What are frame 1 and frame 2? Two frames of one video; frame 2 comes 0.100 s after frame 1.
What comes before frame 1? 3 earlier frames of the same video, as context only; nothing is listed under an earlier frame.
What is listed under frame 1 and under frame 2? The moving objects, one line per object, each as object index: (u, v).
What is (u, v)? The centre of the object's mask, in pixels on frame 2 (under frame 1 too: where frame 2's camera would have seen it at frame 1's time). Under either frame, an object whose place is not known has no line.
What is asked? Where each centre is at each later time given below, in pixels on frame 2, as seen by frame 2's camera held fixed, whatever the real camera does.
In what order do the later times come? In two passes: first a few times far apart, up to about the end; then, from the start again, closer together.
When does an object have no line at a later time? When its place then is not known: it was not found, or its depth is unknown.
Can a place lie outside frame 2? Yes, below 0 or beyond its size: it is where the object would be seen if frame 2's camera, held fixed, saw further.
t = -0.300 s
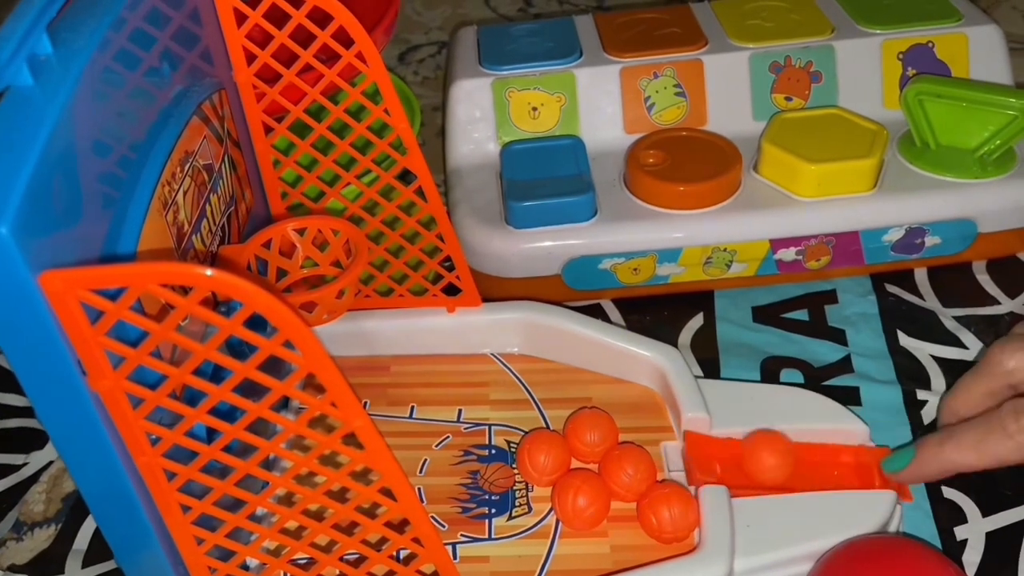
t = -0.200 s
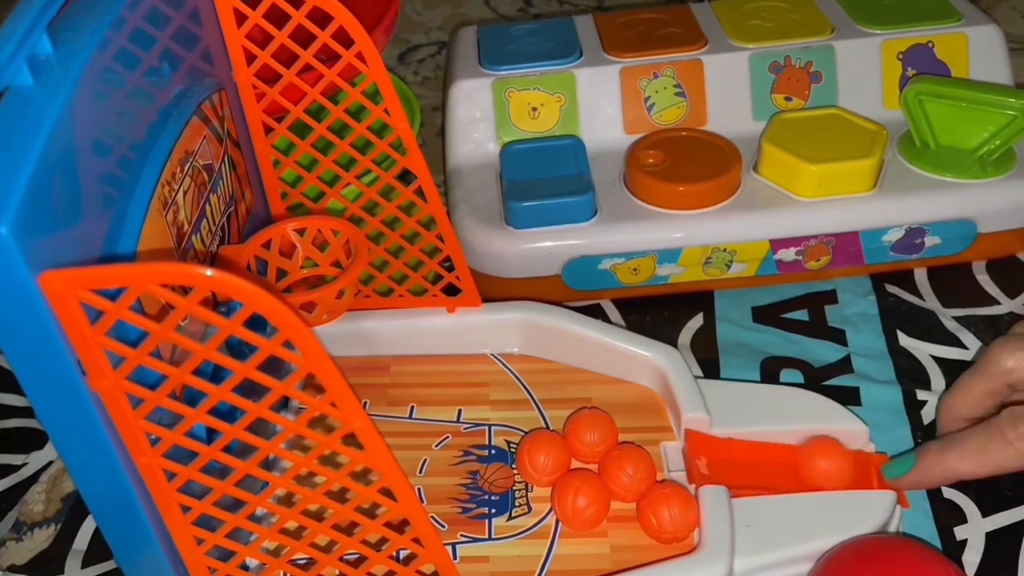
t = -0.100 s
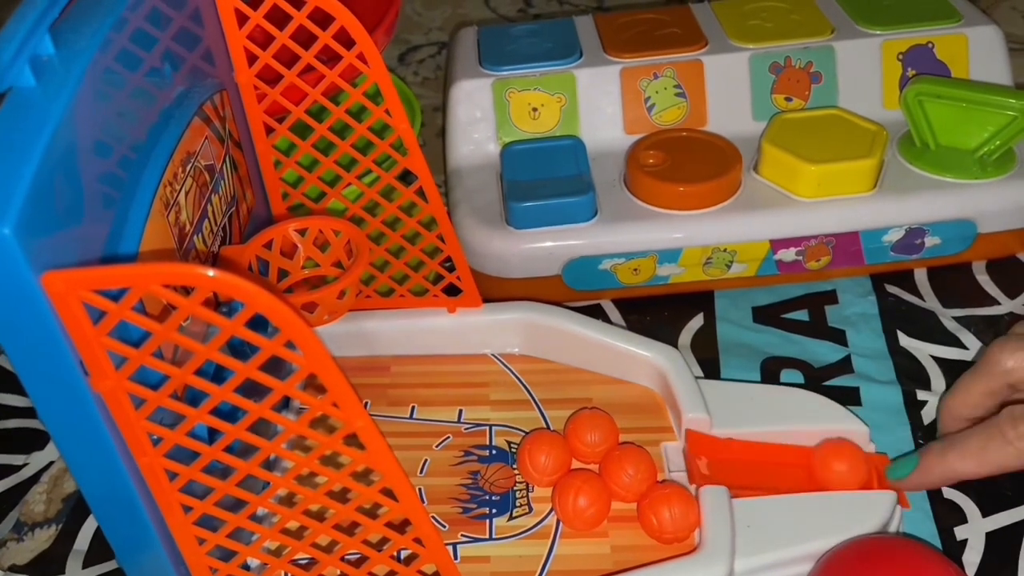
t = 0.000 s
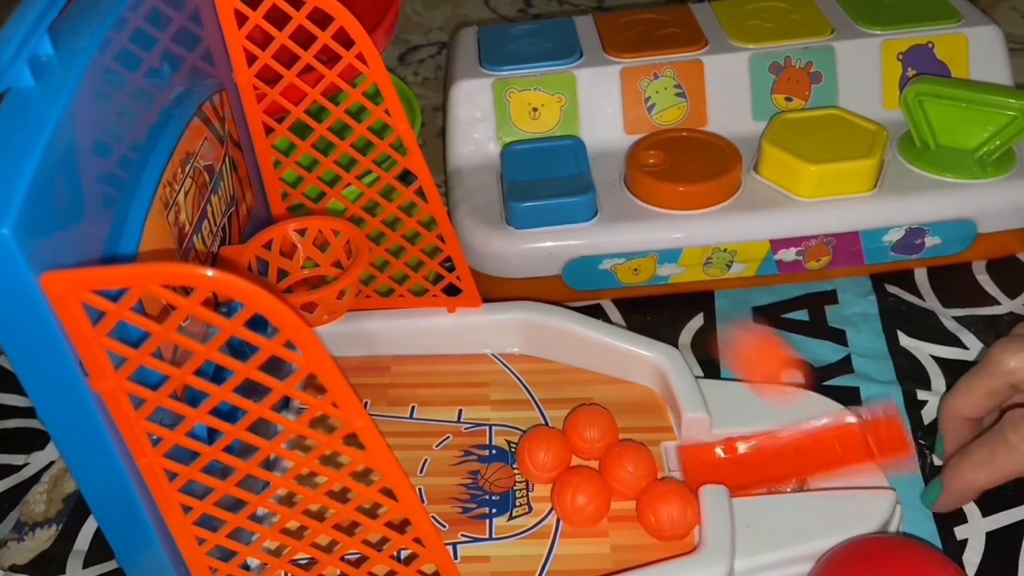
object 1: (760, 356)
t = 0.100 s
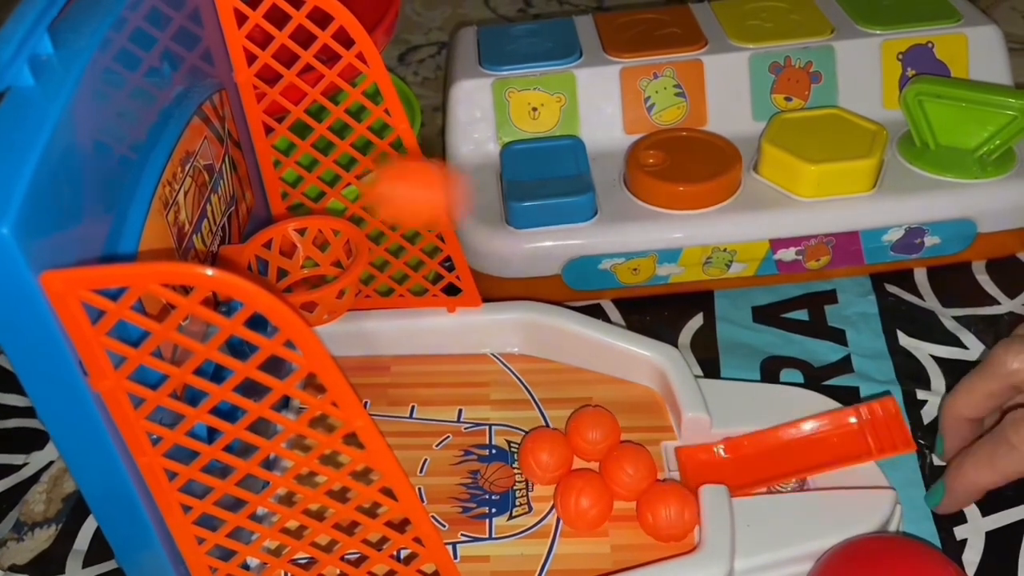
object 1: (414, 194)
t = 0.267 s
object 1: (309, 273)
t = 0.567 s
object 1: (395, 406)
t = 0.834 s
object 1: (522, 391)
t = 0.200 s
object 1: (319, 252)
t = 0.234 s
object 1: (306, 274)
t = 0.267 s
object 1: (309, 273)
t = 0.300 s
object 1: (308, 278)
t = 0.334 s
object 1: (314, 279)
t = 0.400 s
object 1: (362, 385)
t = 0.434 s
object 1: (376, 415)
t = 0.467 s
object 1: (379, 413)
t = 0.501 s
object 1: (381, 410)
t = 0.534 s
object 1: (387, 407)
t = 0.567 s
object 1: (395, 406)
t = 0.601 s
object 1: (408, 400)
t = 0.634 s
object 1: (422, 396)
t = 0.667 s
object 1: (436, 393)
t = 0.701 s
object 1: (451, 392)
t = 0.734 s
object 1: (468, 391)
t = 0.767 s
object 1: (485, 391)
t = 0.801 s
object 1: (503, 392)
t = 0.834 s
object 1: (522, 391)
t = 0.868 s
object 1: (542, 392)
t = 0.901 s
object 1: (562, 393)
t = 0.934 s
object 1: (580, 390)
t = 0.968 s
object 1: (599, 389)
